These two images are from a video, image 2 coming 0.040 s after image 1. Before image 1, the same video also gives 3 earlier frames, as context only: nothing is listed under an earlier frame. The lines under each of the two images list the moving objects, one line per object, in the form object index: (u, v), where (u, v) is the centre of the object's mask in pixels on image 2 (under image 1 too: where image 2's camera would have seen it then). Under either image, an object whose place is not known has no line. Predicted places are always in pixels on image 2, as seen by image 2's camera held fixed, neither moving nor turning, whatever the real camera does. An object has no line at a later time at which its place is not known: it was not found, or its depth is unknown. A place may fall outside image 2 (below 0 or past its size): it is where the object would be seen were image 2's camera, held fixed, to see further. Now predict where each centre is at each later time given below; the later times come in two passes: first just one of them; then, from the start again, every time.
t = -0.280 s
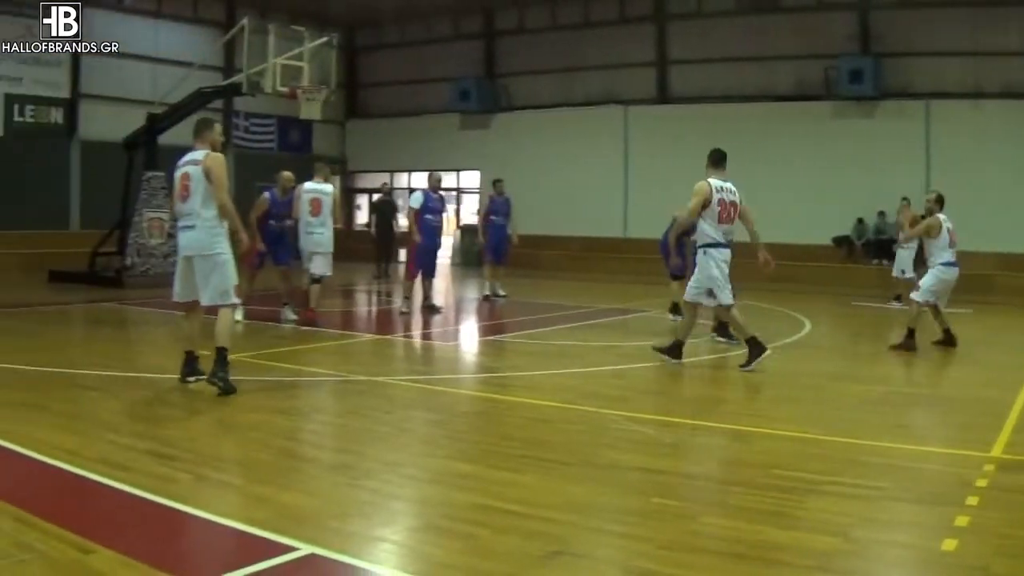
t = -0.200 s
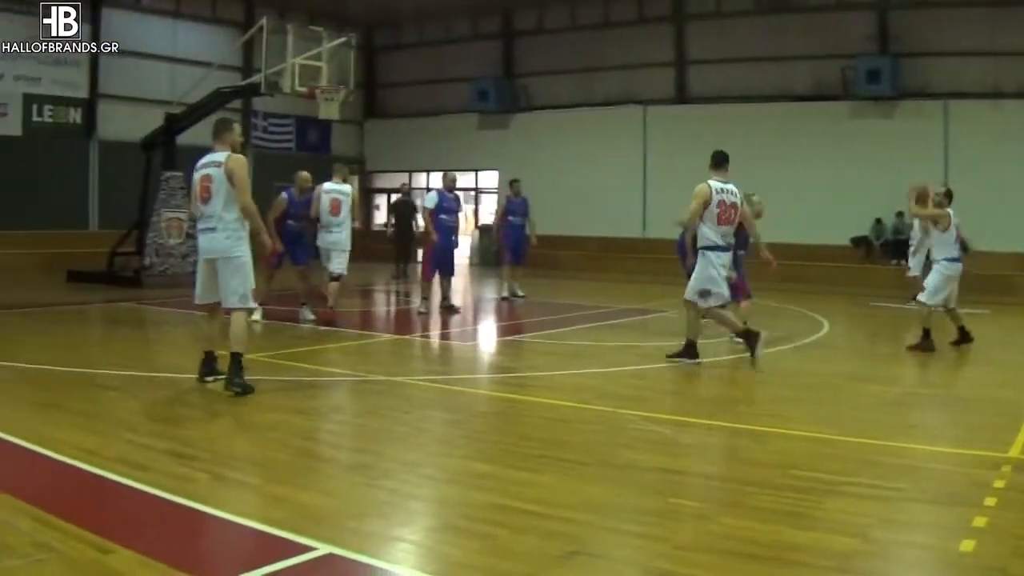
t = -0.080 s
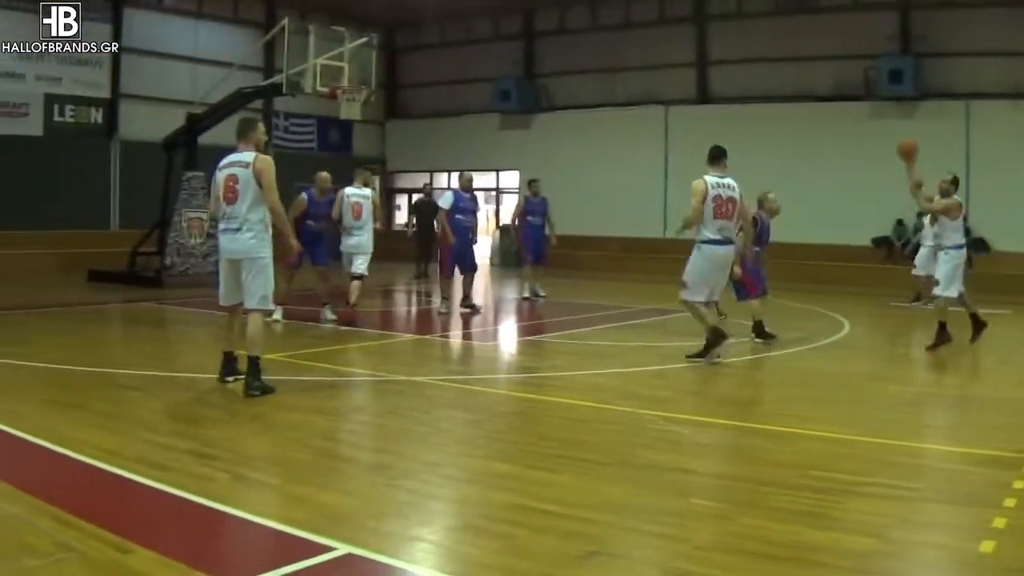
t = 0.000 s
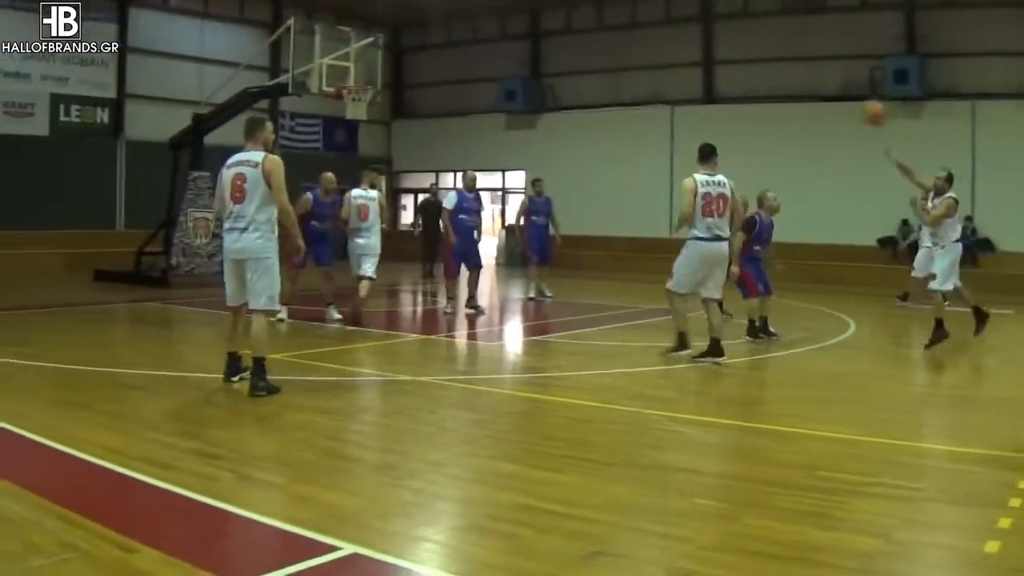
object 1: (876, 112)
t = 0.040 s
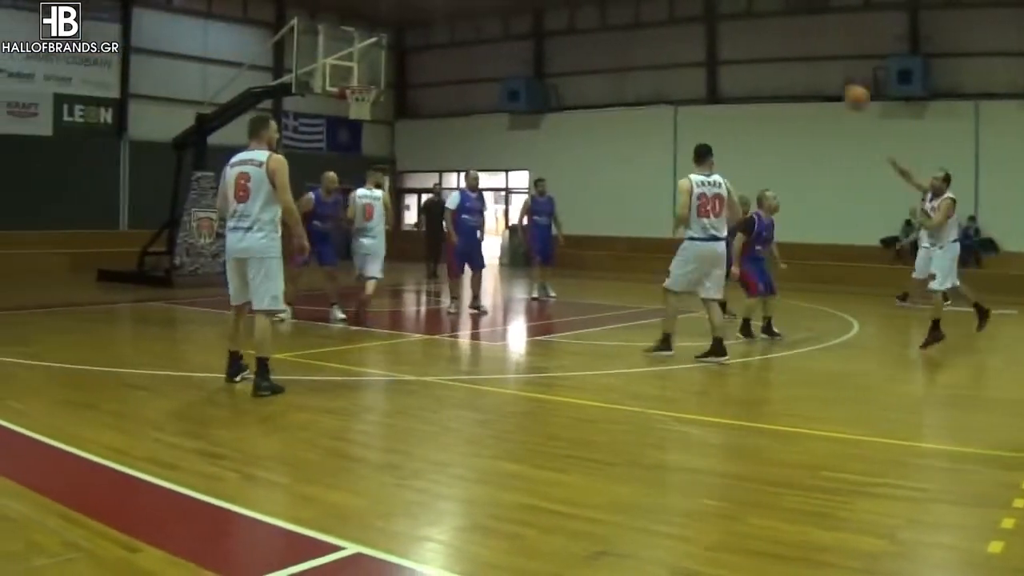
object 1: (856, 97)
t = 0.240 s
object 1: (744, 39)
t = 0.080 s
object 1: (837, 84)
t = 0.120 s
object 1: (814, 67)
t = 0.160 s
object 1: (791, 55)
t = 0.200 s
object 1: (768, 48)
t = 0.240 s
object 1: (744, 39)
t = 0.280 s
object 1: (719, 34)
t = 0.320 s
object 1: (691, 28)
